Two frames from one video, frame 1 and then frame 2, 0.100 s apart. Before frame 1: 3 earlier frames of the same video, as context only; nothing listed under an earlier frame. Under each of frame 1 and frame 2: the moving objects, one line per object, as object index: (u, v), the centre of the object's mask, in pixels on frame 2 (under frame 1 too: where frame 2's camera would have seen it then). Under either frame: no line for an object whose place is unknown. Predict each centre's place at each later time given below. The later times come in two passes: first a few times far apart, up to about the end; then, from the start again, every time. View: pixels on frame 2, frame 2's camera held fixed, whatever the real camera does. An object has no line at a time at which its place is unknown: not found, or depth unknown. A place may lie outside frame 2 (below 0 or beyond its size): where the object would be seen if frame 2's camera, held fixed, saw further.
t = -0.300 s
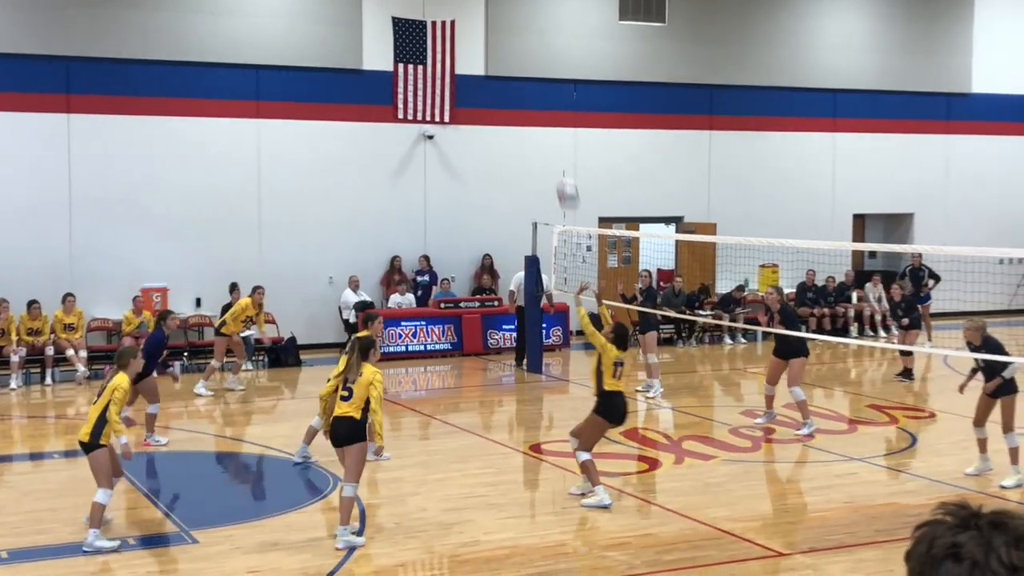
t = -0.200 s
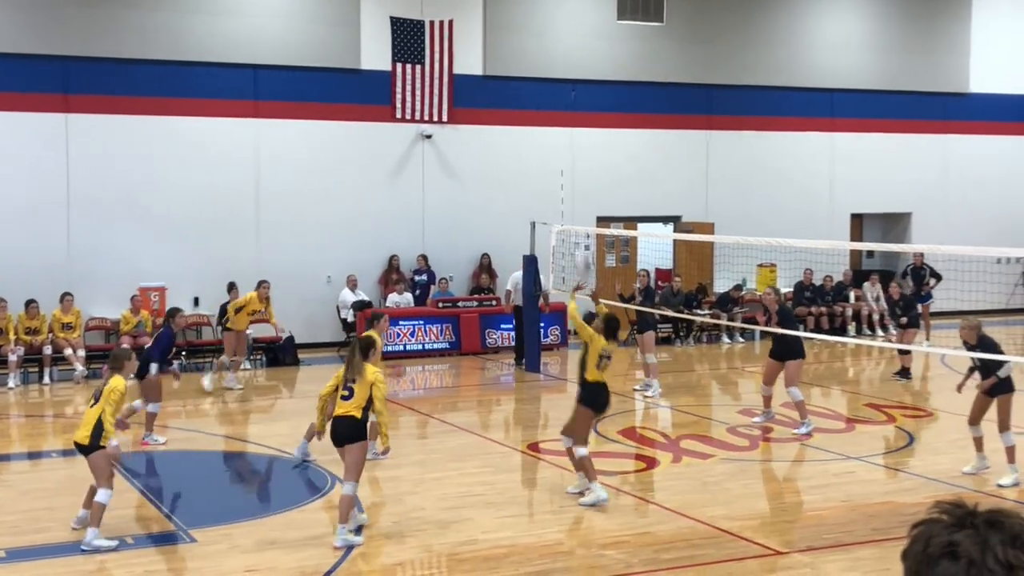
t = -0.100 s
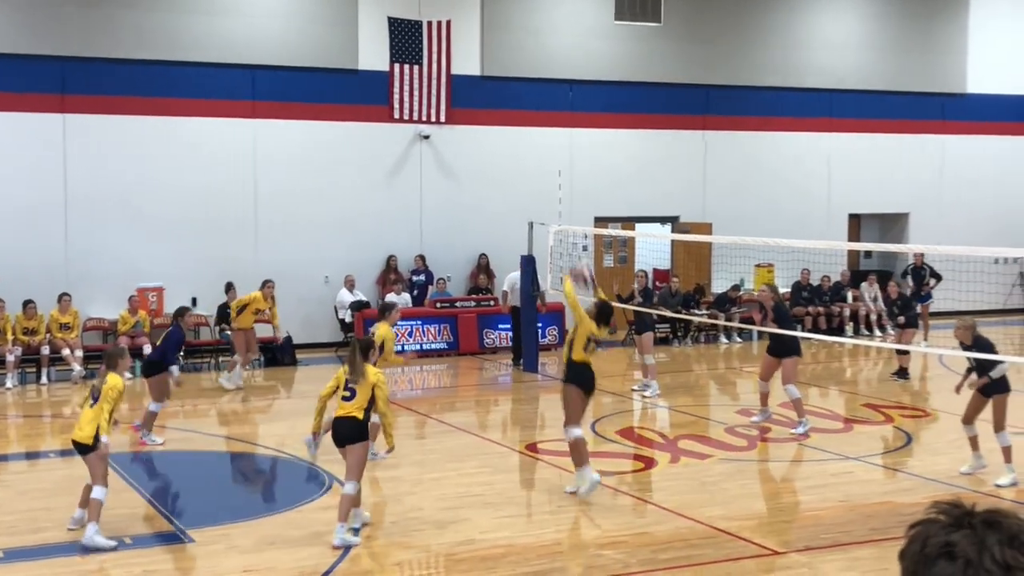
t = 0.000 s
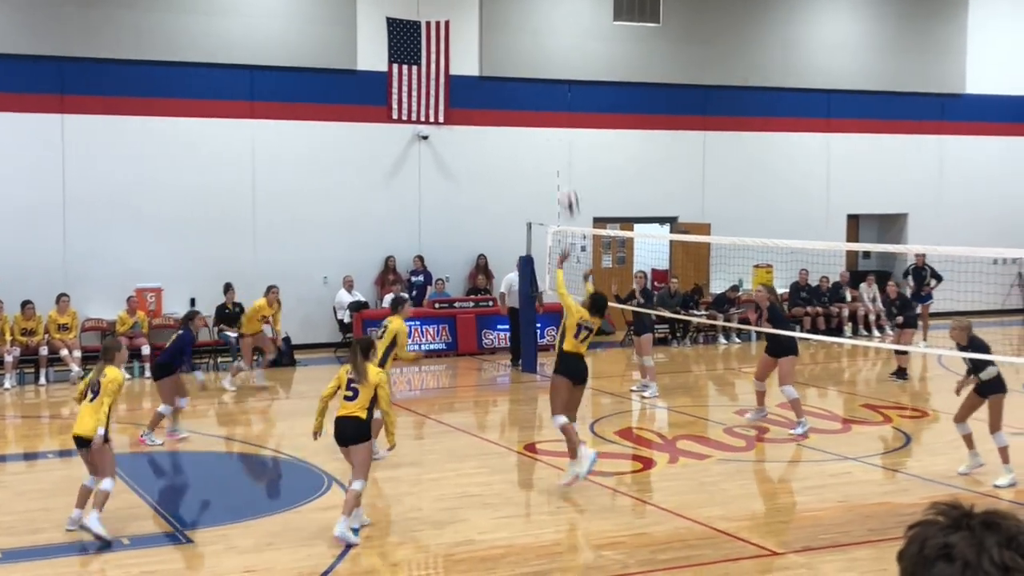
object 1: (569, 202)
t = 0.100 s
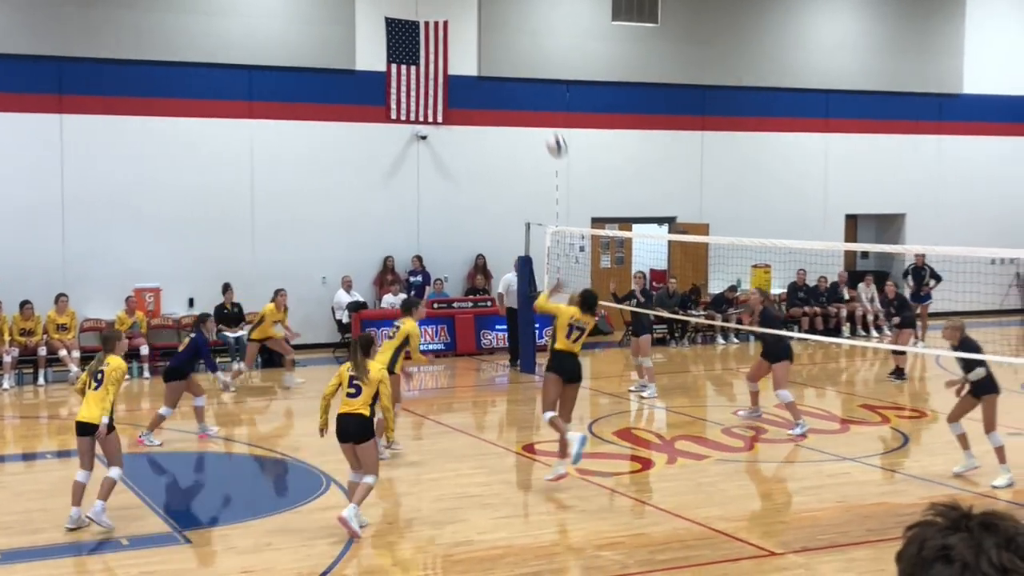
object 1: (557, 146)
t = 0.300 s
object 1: (536, 68)
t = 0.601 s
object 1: (508, 42)
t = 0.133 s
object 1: (552, 128)
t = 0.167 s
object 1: (548, 113)
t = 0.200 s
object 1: (545, 100)
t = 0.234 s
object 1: (542, 89)
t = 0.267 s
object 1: (539, 78)
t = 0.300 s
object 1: (536, 68)
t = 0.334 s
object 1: (532, 62)
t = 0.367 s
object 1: (529, 56)
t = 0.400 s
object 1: (525, 51)
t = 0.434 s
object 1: (522, 46)
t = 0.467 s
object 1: (519, 44)
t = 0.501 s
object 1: (516, 42)
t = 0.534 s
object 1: (513, 41)
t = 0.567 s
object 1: (510, 41)
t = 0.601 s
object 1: (508, 42)
